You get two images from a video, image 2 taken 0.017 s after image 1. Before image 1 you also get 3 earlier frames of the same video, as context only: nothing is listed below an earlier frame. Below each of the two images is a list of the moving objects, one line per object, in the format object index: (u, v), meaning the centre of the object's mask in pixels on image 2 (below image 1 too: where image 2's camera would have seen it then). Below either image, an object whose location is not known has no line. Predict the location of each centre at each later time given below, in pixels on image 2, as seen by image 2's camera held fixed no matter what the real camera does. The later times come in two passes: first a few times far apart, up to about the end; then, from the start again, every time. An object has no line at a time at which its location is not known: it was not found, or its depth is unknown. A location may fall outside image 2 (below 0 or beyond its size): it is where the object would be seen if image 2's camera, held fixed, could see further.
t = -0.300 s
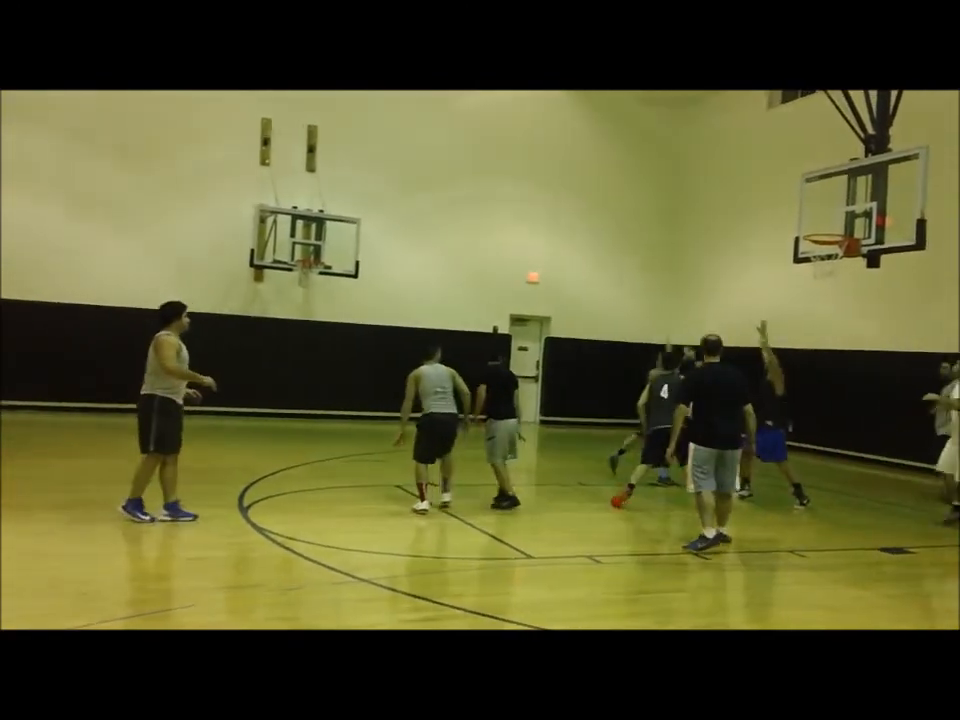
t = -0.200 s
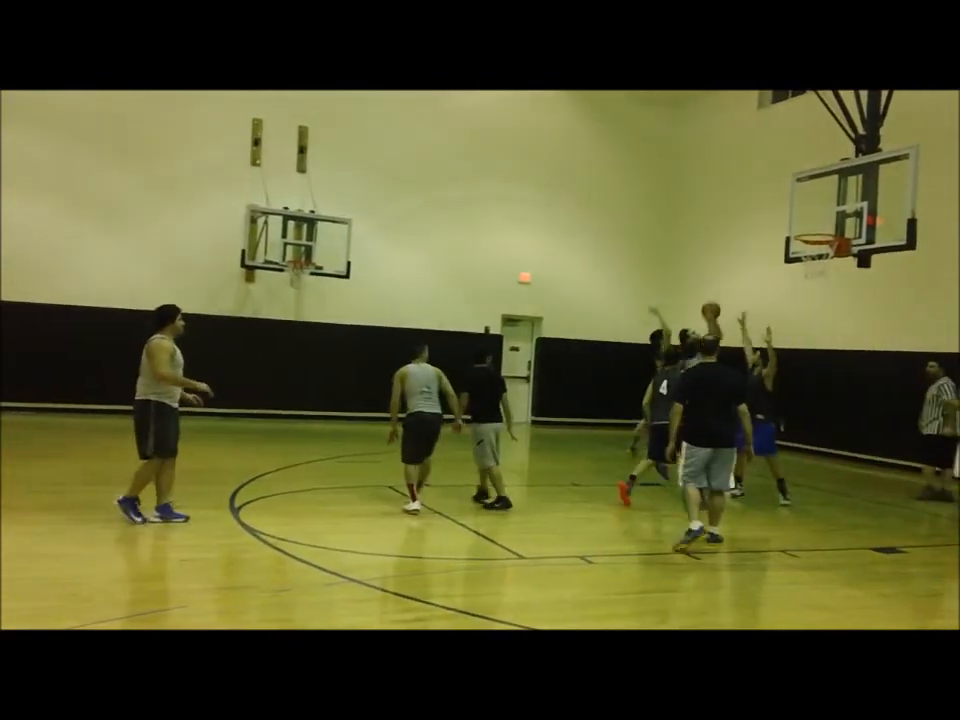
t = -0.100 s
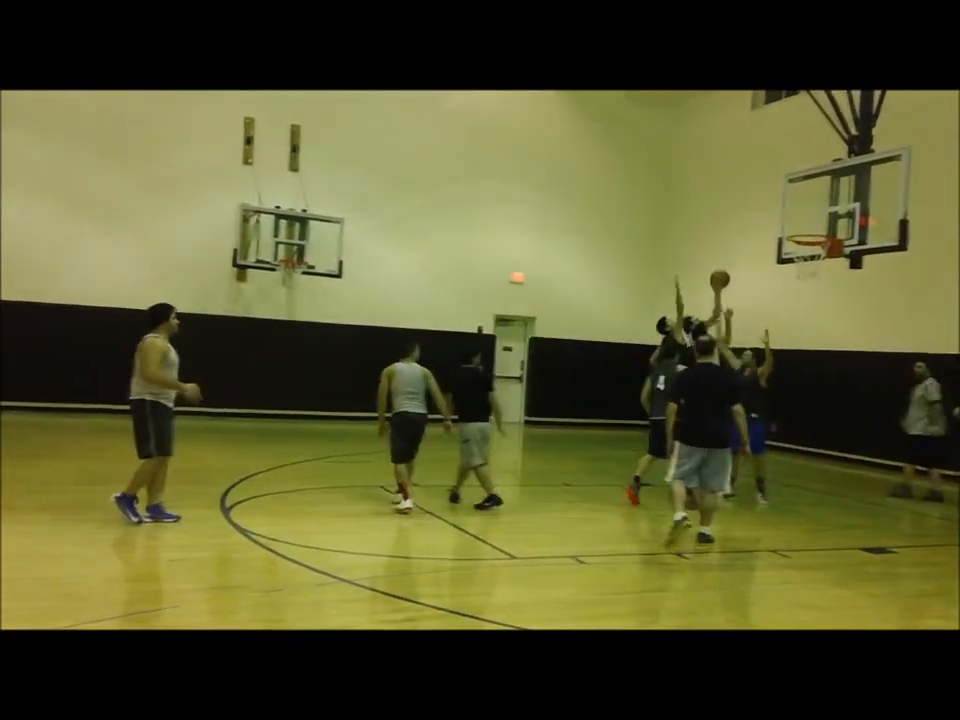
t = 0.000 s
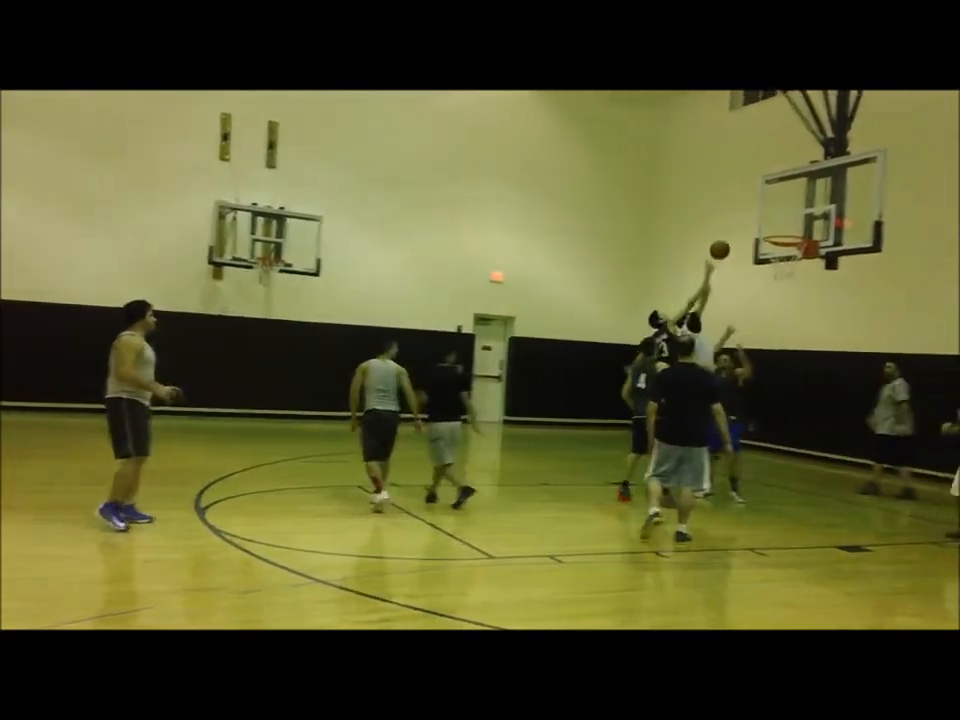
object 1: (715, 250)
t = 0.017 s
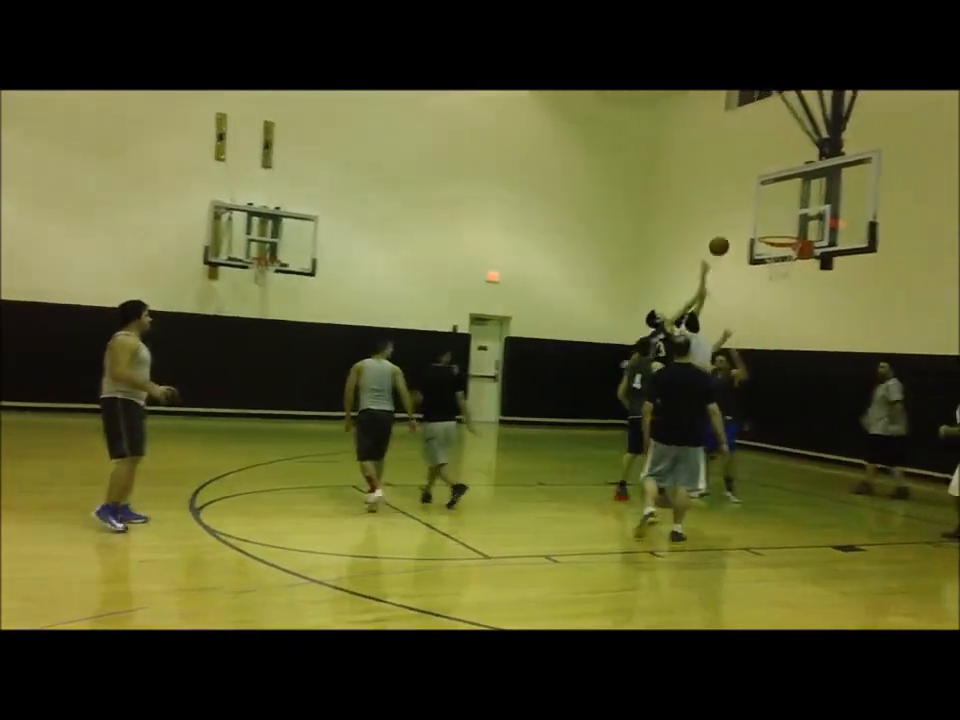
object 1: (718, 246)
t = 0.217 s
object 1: (764, 212)
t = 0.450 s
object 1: (776, 214)
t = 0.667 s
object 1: (774, 254)
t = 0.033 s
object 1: (722, 242)
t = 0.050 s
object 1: (726, 238)
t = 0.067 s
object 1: (730, 234)
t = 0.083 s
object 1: (734, 231)
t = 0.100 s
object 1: (737, 228)
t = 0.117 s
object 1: (742, 225)
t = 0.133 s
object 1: (745, 223)
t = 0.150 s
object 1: (749, 220)
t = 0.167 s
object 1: (753, 218)
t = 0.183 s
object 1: (757, 216)
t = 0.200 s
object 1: (760, 214)
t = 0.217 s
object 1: (764, 212)
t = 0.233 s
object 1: (768, 211)
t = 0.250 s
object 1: (772, 210)
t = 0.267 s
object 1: (775, 209)
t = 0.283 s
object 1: (779, 208)
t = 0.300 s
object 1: (779, 208)
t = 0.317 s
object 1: (779, 208)
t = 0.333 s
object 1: (779, 207)
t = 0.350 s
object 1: (778, 207)
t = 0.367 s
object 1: (778, 208)
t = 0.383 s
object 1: (777, 208)
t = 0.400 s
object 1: (777, 209)
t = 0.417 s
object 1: (777, 211)
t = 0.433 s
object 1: (776, 212)
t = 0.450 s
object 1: (776, 214)
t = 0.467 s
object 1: (776, 216)
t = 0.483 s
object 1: (775, 218)
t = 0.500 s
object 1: (774, 220)
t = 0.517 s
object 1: (773, 223)
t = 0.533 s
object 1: (773, 225)
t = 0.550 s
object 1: (772, 229)
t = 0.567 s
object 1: (772, 233)
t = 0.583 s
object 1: (770, 237)
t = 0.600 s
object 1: (770, 240)
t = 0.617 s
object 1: (772, 244)
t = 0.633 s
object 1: (772, 246)
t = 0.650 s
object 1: (773, 249)
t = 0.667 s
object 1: (774, 254)
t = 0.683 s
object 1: (775, 258)
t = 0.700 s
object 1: (776, 262)
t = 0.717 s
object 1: (776, 266)
